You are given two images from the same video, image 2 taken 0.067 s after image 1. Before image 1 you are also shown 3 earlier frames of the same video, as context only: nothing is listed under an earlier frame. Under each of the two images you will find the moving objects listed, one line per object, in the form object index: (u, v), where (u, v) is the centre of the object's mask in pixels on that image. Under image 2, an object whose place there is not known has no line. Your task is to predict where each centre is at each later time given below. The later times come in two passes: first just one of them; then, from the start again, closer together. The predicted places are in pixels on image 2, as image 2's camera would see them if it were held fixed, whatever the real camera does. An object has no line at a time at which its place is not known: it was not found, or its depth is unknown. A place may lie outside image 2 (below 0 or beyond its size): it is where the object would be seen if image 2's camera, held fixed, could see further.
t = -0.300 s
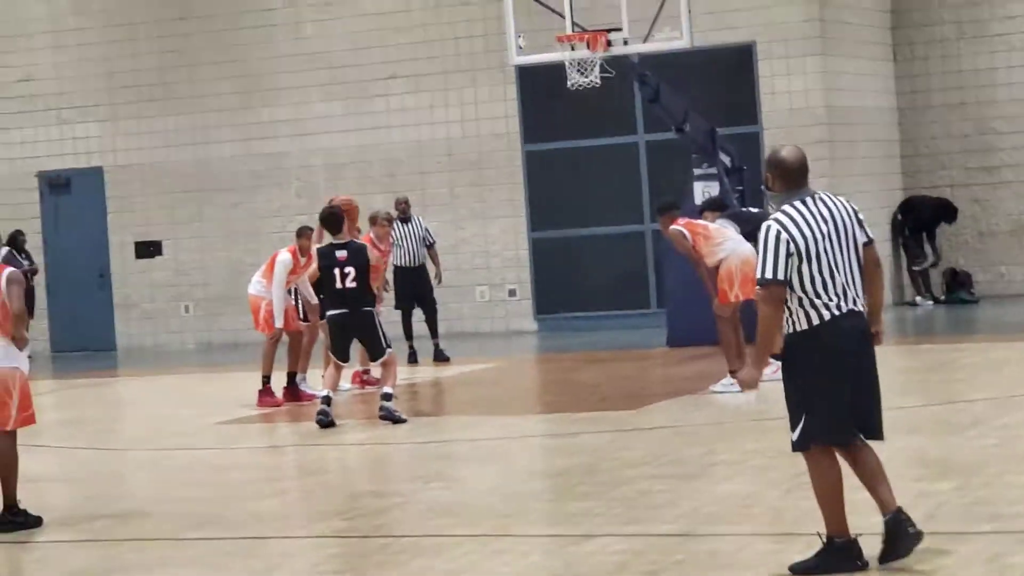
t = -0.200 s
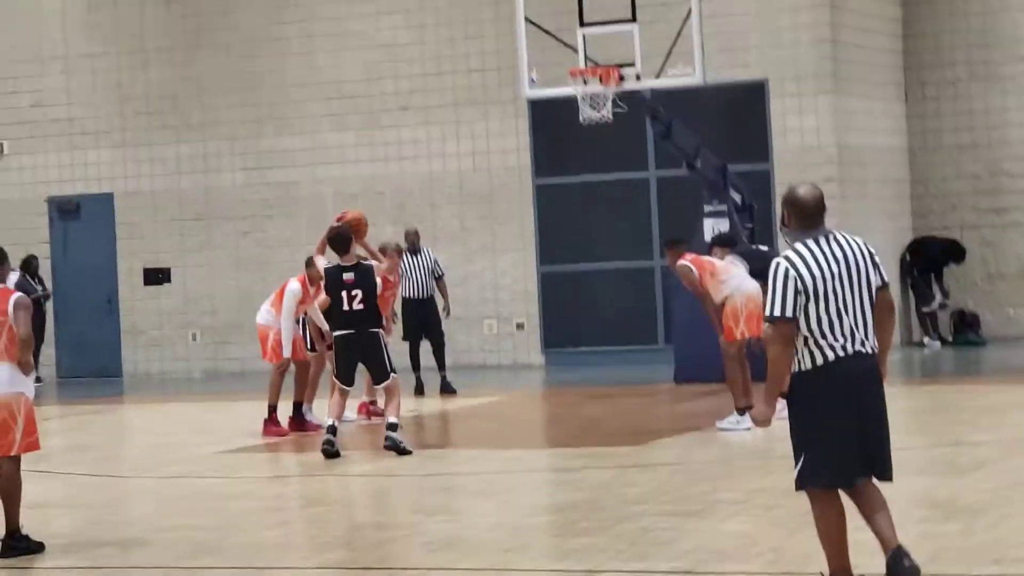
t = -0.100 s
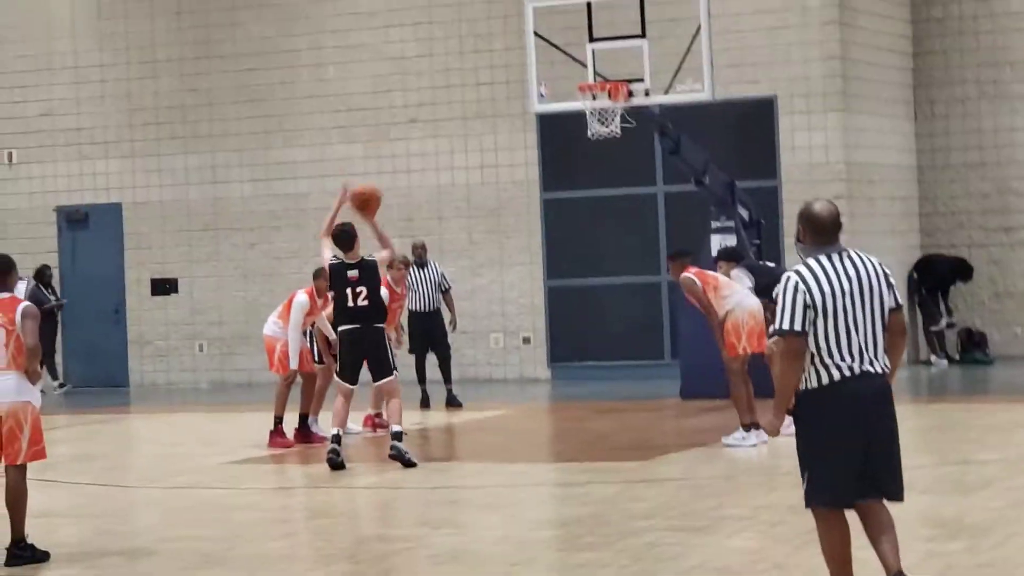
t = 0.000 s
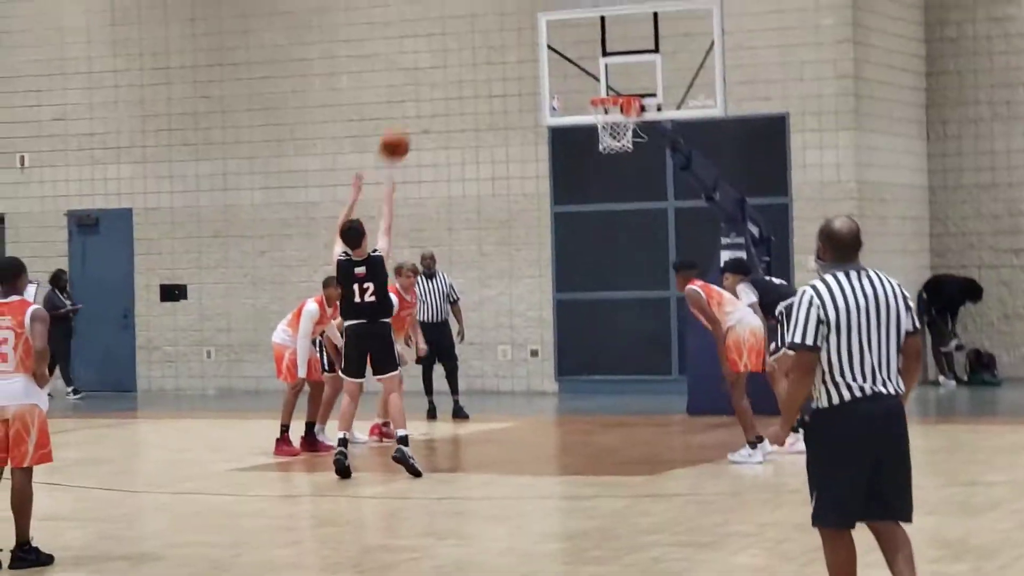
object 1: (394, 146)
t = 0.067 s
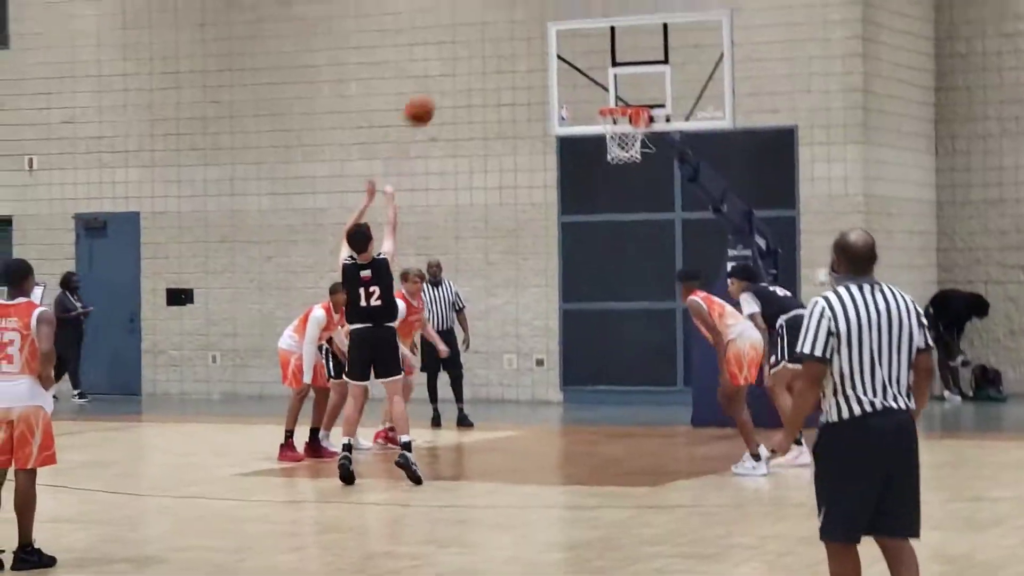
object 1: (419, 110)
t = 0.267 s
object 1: (465, 17)
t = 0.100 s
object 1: (427, 91)
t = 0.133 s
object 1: (434, 75)
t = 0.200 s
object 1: (448, 40)
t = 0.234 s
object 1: (456, 28)
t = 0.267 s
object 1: (465, 17)
